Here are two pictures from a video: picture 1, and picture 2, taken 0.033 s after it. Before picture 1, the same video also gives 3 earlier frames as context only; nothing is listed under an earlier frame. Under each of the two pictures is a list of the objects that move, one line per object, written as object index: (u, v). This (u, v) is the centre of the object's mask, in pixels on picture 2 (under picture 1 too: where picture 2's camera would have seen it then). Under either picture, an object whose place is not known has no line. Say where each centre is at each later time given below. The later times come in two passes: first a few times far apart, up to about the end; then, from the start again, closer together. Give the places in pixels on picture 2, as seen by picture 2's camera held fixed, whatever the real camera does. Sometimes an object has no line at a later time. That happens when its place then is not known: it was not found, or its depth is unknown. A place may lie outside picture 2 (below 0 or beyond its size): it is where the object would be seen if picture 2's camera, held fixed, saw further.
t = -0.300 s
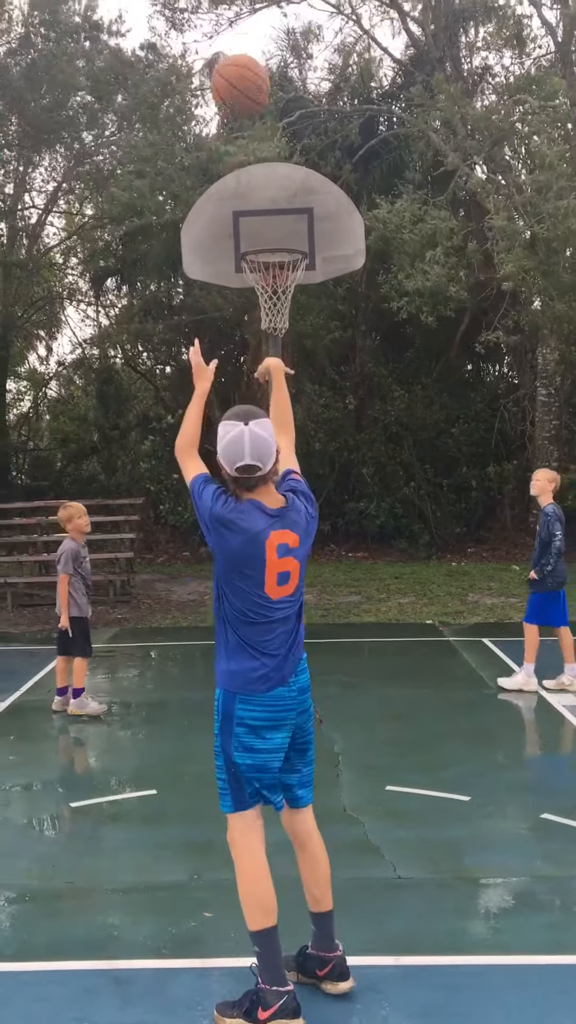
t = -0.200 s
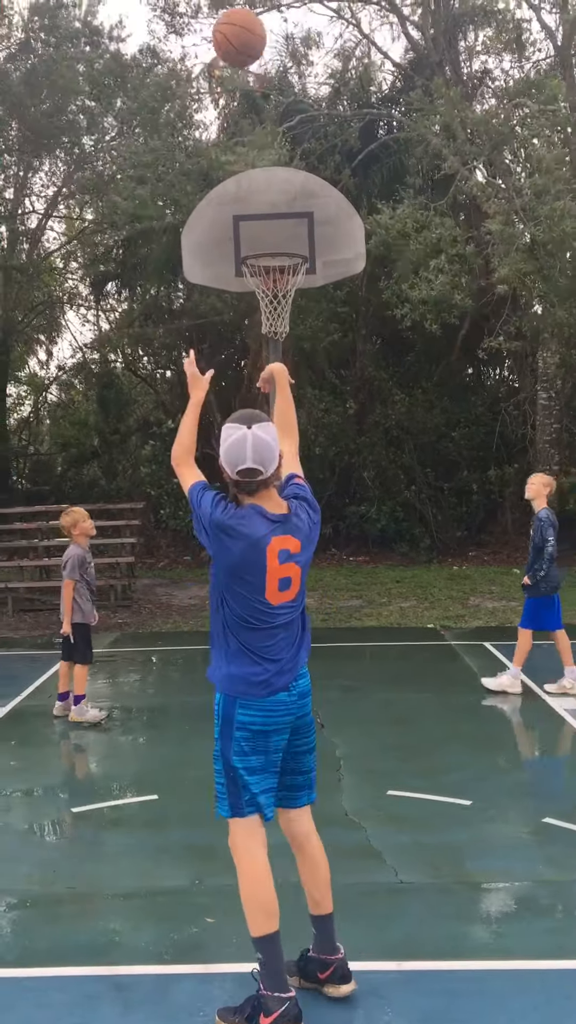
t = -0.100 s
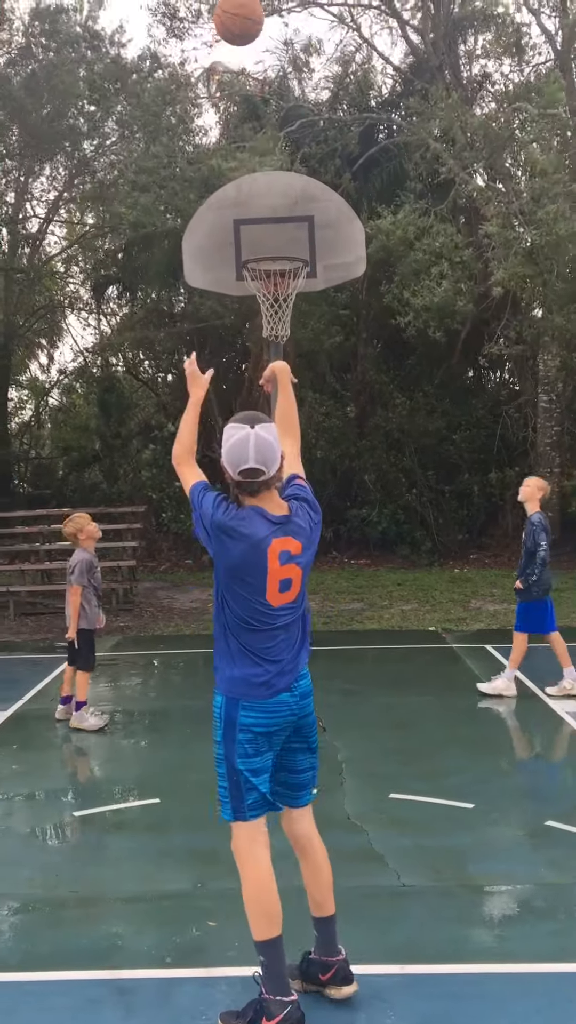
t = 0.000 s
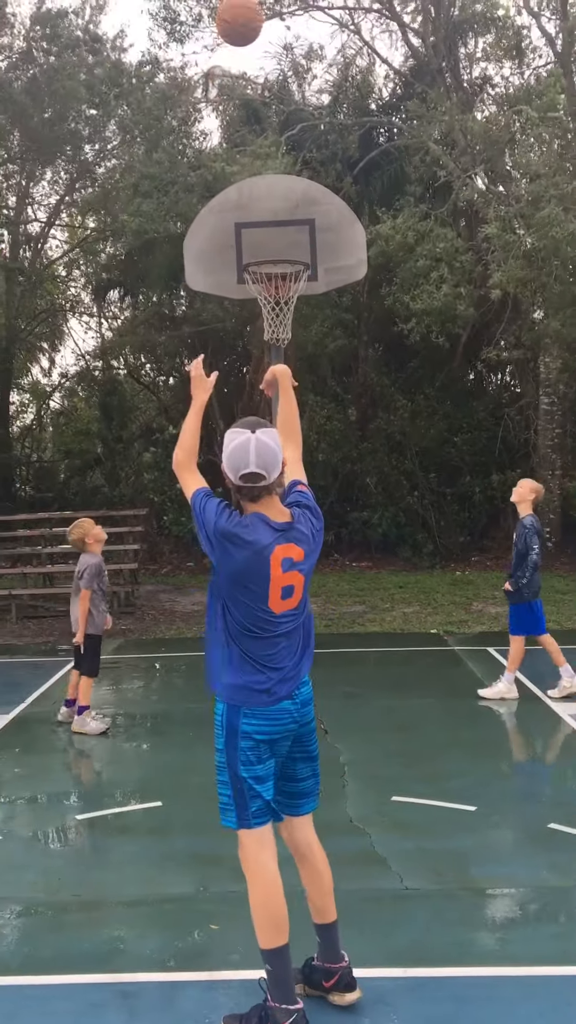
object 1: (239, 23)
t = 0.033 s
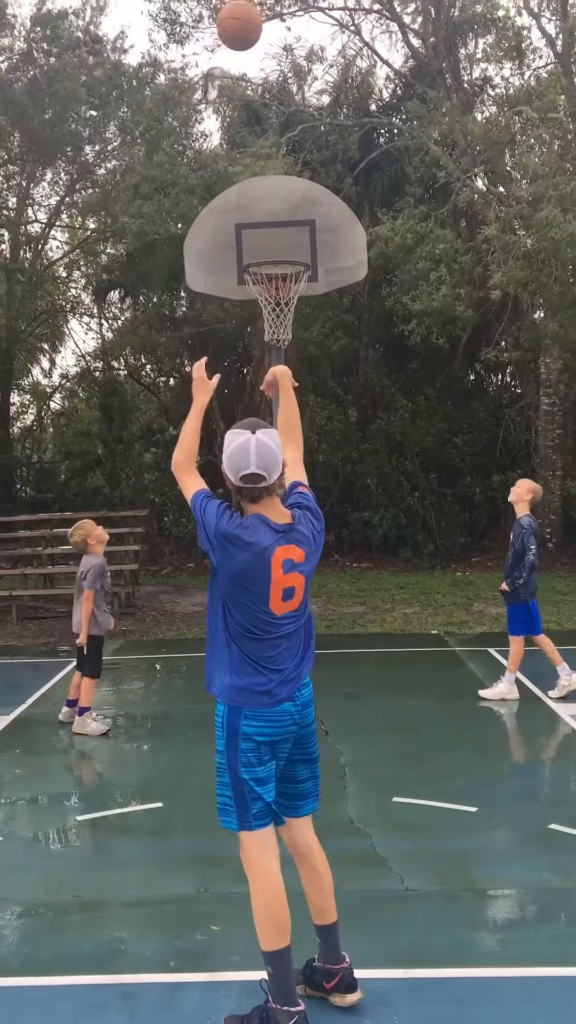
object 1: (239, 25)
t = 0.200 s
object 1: (240, 71)
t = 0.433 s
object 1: (241, 189)
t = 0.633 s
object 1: (243, 222)
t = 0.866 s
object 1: (238, 176)
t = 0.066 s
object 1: (239, 31)
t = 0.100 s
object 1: (239, 39)
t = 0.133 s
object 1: (240, 49)
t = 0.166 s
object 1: (239, 59)
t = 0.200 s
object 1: (240, 71)
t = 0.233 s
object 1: (238, 85)
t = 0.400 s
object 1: (241, 169)
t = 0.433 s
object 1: (241, 189)
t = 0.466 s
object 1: (242, 209)
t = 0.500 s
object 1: (243, 229)
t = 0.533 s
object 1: (243, 251)
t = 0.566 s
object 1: (243, 244)
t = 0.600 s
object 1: (244, 232)
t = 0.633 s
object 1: (243, 222)
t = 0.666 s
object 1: (243, 214)
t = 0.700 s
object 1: (243, 205)
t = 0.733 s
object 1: (242, 196)
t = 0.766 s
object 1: (241, 188)
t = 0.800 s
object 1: (240, 183)
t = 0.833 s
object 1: (239, 179)
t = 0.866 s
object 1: (238, 176)
